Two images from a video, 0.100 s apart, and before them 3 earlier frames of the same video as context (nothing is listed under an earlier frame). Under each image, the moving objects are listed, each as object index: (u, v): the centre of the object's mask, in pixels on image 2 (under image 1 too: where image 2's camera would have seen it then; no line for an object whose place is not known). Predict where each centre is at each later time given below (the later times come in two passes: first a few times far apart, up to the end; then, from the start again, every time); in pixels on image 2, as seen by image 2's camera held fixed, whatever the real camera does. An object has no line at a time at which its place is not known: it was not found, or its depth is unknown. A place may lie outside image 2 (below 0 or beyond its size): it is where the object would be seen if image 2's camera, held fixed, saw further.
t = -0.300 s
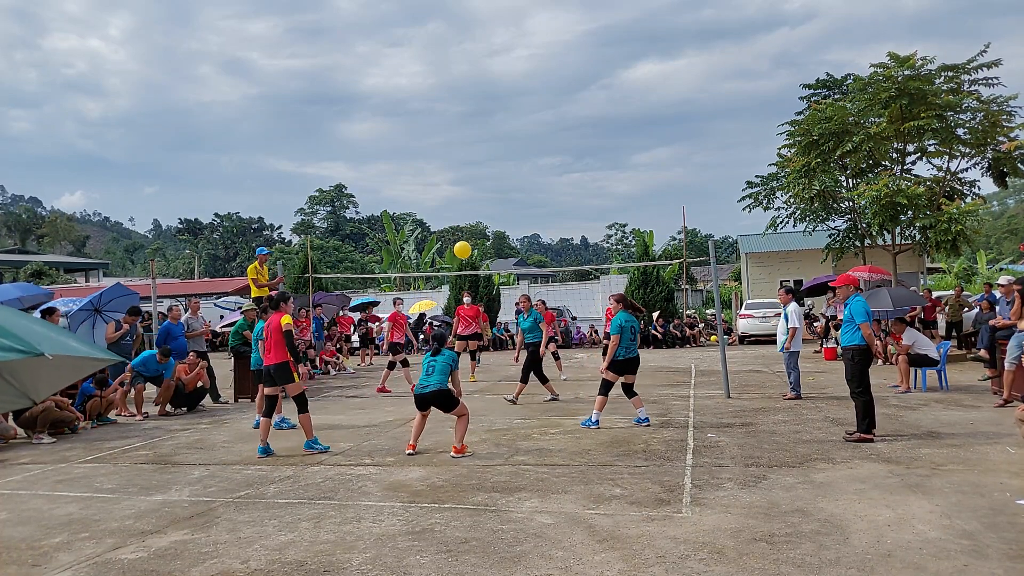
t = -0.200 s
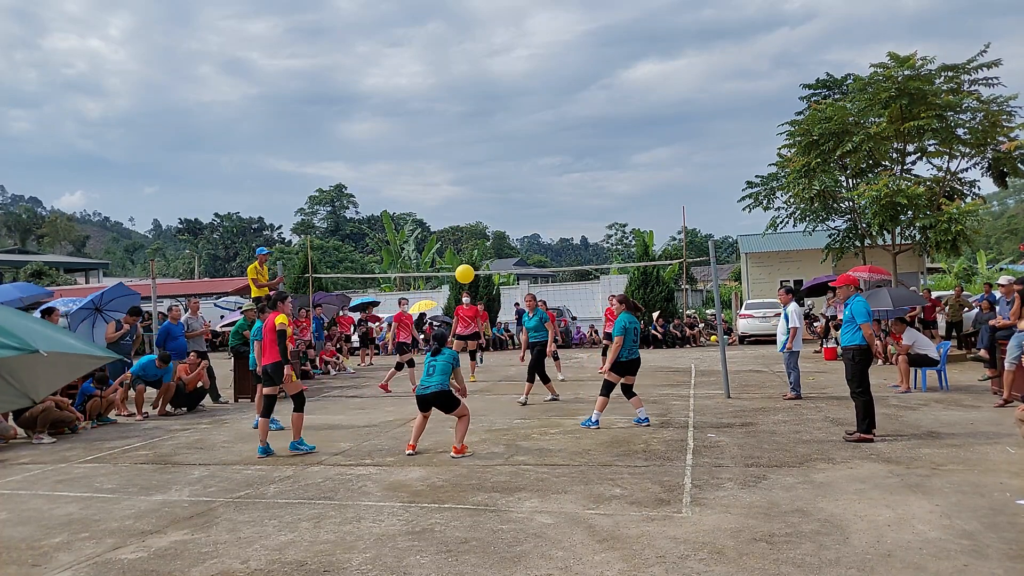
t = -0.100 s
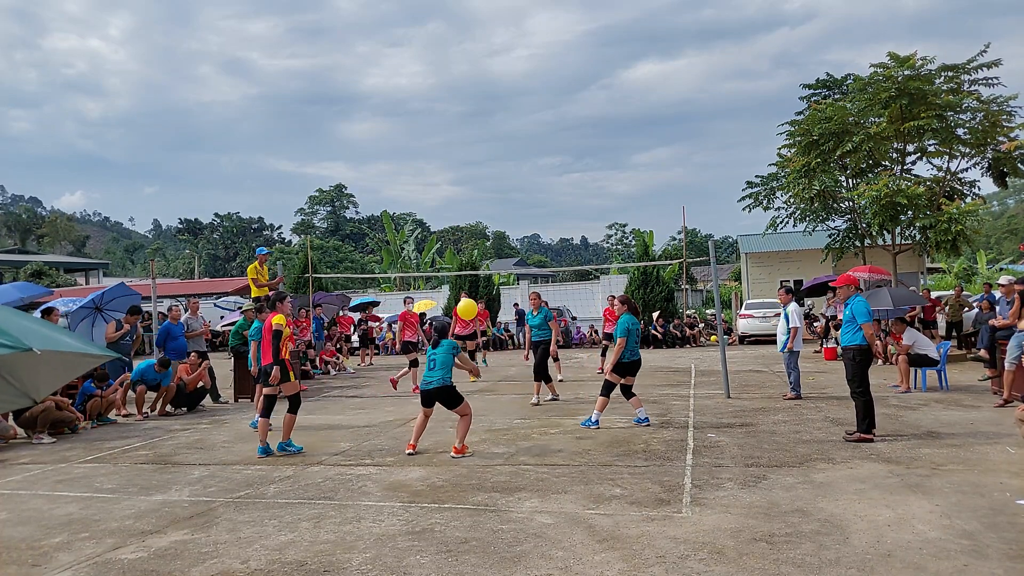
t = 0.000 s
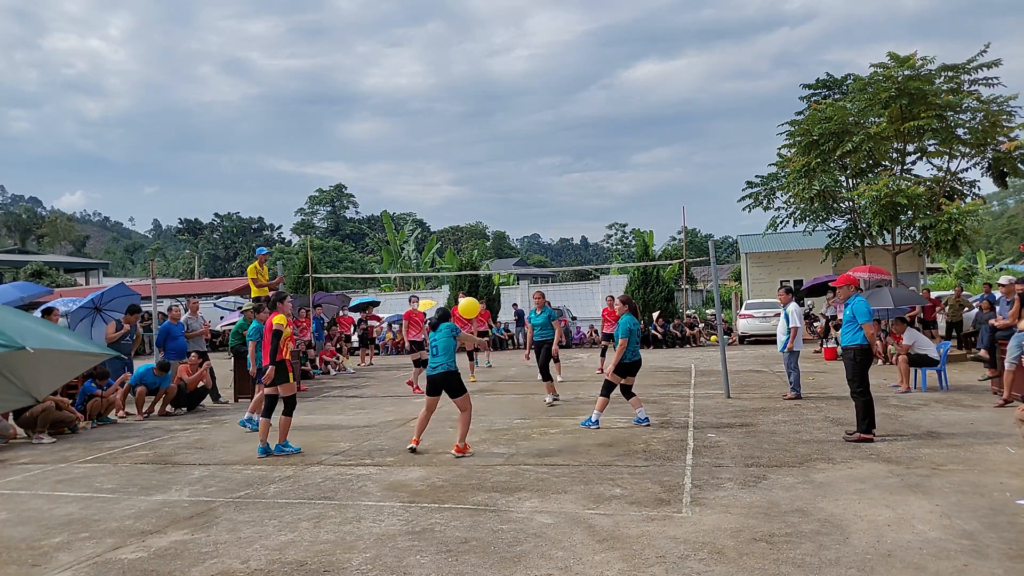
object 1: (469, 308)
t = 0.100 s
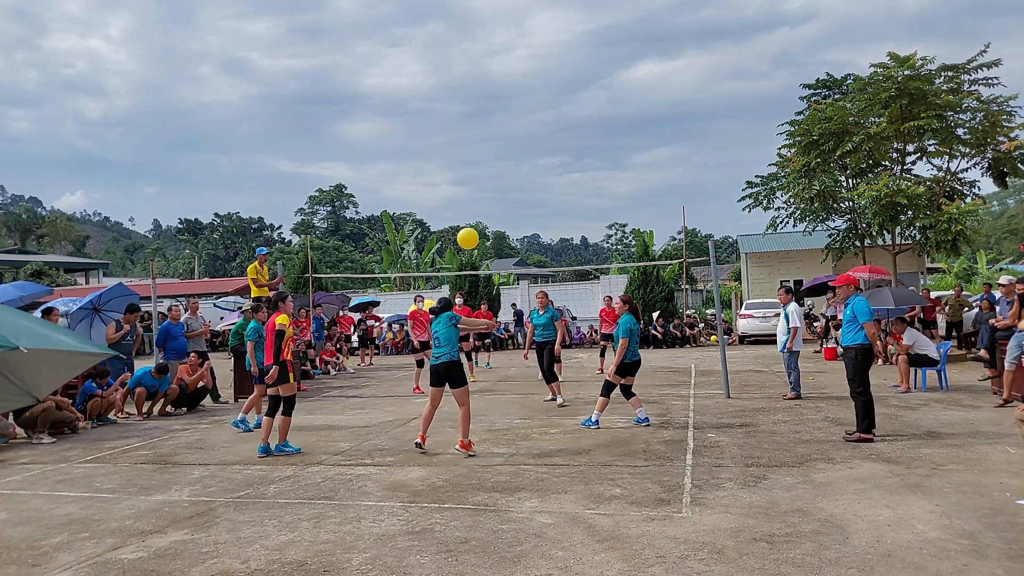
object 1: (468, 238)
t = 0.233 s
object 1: (467, 165)
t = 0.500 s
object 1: (467, 76)
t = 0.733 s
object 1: (470, 51)
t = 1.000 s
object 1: (474, 79)
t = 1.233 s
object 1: (479, 145)
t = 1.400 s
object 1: (484, 214)
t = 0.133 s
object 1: (467, 218)
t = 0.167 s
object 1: (467, 199)
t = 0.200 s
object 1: (467, 181)
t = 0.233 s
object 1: (467, 165)
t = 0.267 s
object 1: (467, 150)
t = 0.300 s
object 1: (467, 136)
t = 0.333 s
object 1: (467, 123)
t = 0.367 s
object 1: (467, 111)
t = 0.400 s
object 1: (467, 101)
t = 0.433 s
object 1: (467, 91)
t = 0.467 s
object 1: (467, 83)
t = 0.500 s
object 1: (467, 76)
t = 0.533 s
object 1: (468, 69)
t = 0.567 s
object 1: (468, 64)
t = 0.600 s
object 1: (468, 60)
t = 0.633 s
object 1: (469, 56)
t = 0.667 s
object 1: (469, 54)
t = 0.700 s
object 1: (469, 52)
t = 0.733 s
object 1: (470, 51)
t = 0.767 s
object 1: (470, 52)
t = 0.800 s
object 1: (471, 53)
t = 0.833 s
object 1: (471, 55)
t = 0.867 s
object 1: (472, 58)
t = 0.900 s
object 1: (472, 62)
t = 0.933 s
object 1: (473, 66)
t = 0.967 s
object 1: (474, 72)
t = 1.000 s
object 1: (474, 79)
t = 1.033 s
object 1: (475, 86)
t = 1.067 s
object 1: (475, 94)
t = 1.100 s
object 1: (476, 103)
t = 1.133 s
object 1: (477, 112)
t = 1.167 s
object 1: (478, 122)
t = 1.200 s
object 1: (478, 133)
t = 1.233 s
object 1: (479, 145)
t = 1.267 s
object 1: (480, 158)
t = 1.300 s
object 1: (481, 171)
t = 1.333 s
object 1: (482, 185)
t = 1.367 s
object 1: (483, 199)
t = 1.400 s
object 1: (484, 214)
